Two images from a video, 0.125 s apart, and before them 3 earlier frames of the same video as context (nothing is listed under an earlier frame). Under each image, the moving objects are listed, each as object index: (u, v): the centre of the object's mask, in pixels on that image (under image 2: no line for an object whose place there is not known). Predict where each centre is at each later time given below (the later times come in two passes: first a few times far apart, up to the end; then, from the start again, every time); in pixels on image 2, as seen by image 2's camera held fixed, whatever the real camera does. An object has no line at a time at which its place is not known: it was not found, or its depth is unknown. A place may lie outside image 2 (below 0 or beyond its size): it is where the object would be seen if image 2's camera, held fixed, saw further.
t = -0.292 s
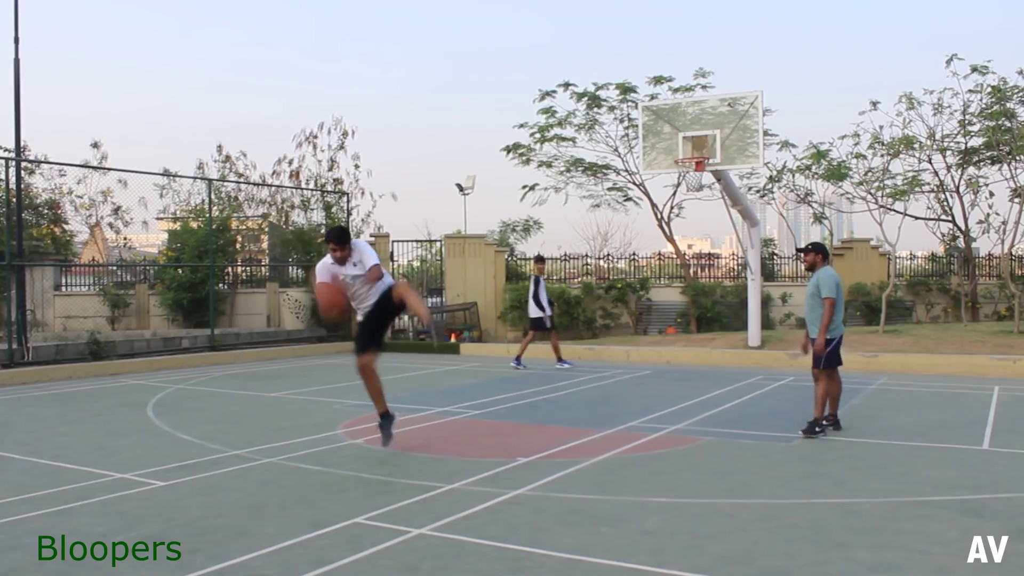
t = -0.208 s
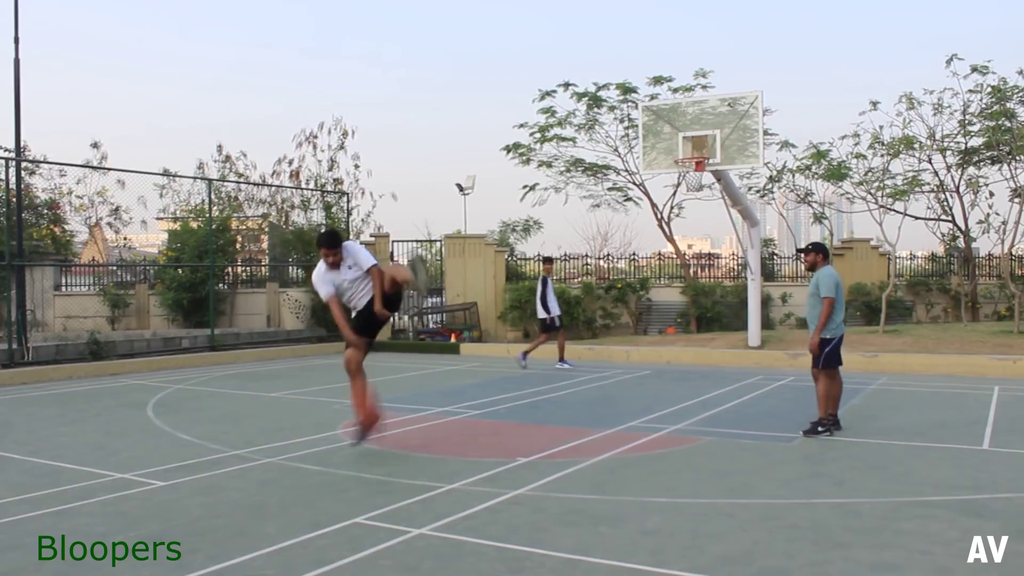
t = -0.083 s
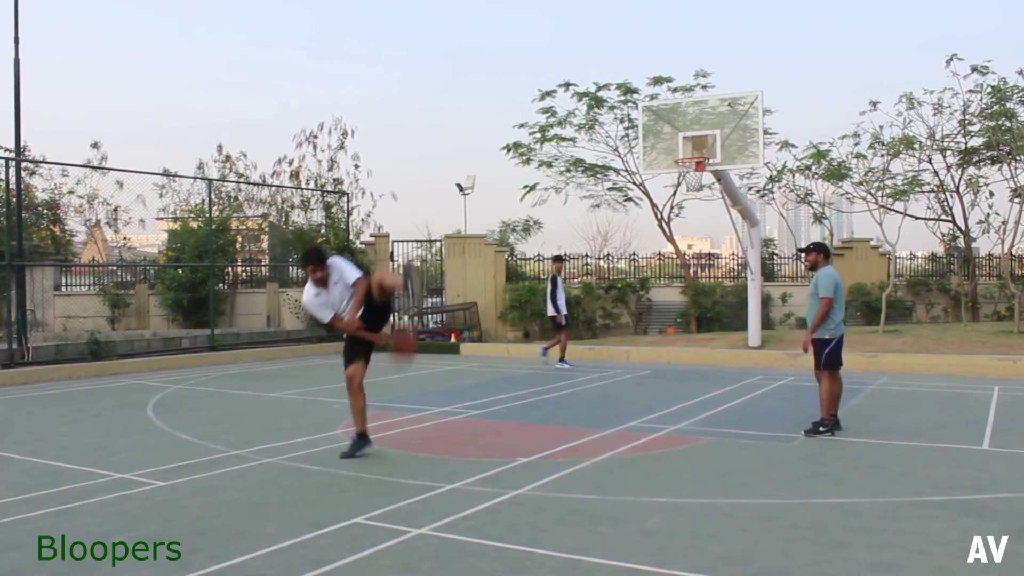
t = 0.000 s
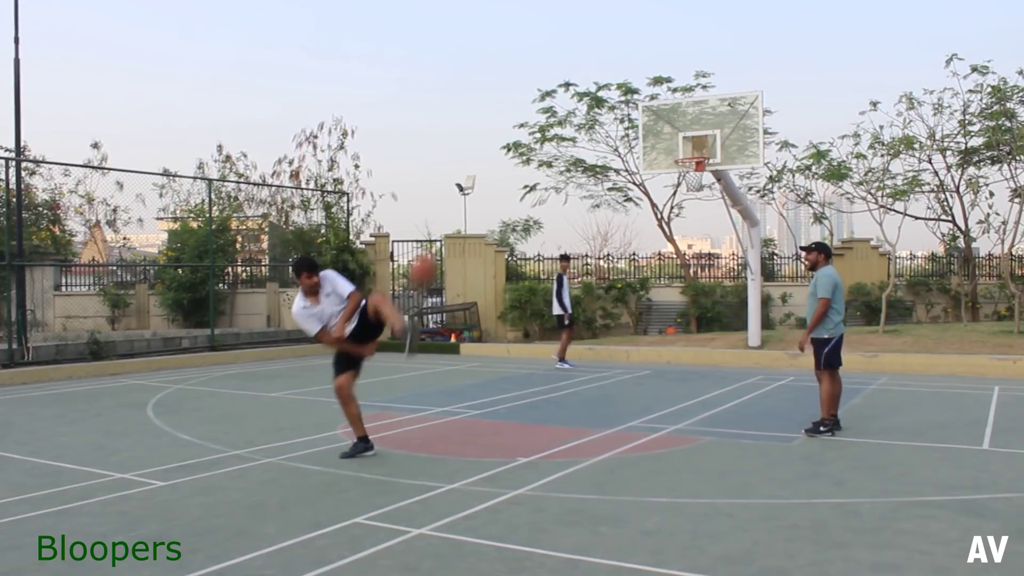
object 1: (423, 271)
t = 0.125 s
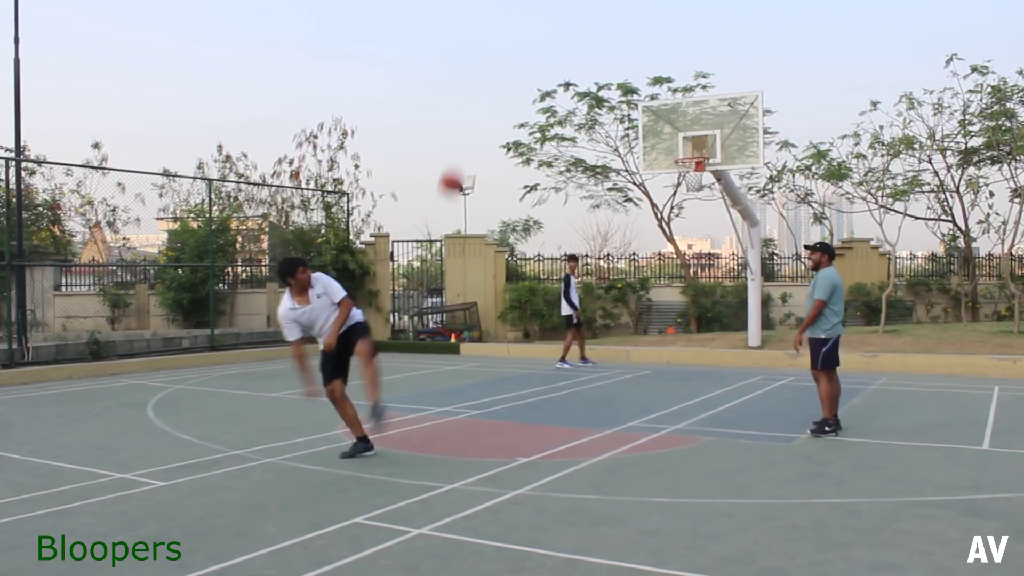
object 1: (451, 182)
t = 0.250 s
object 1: (475, 123)
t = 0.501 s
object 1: (516, 71)
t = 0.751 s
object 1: (549, 80)
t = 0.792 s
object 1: (554, 87)
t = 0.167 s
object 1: (459, 159)
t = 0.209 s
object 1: (467, 140)
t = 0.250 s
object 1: (475, 123)
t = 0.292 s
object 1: (482, 110)
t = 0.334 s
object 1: (490, 98)
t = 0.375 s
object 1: (497, 88)
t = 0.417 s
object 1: (503, 81)
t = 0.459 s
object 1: (510, 75)
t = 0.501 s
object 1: (516, 71)
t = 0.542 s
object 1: (522, 69)
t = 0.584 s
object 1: (528, 68)
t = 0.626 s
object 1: (534, 69)
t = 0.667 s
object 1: (539, 71)
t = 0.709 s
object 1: (544, 75)
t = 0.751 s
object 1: (549, 80)
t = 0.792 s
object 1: (554, 87)
